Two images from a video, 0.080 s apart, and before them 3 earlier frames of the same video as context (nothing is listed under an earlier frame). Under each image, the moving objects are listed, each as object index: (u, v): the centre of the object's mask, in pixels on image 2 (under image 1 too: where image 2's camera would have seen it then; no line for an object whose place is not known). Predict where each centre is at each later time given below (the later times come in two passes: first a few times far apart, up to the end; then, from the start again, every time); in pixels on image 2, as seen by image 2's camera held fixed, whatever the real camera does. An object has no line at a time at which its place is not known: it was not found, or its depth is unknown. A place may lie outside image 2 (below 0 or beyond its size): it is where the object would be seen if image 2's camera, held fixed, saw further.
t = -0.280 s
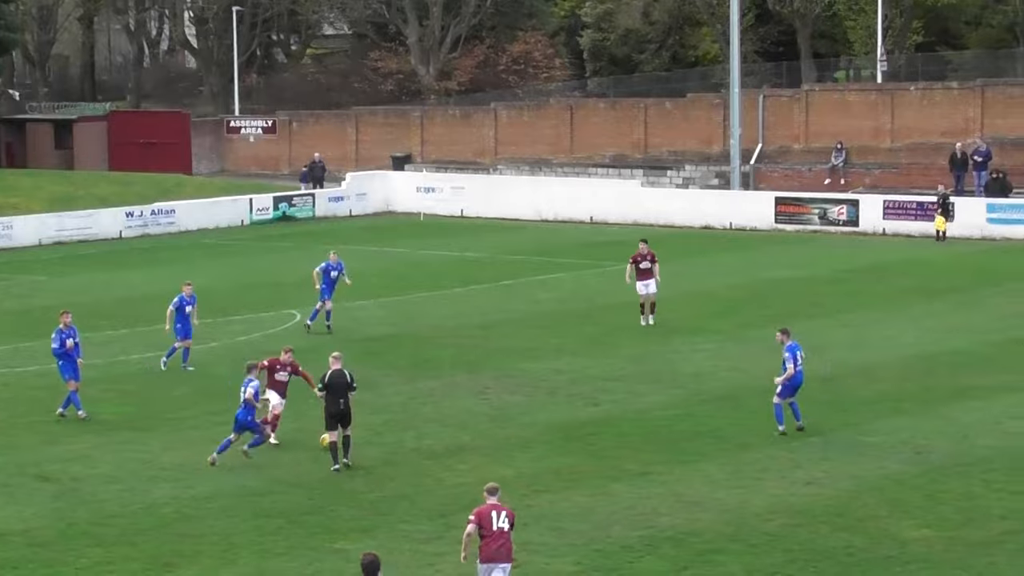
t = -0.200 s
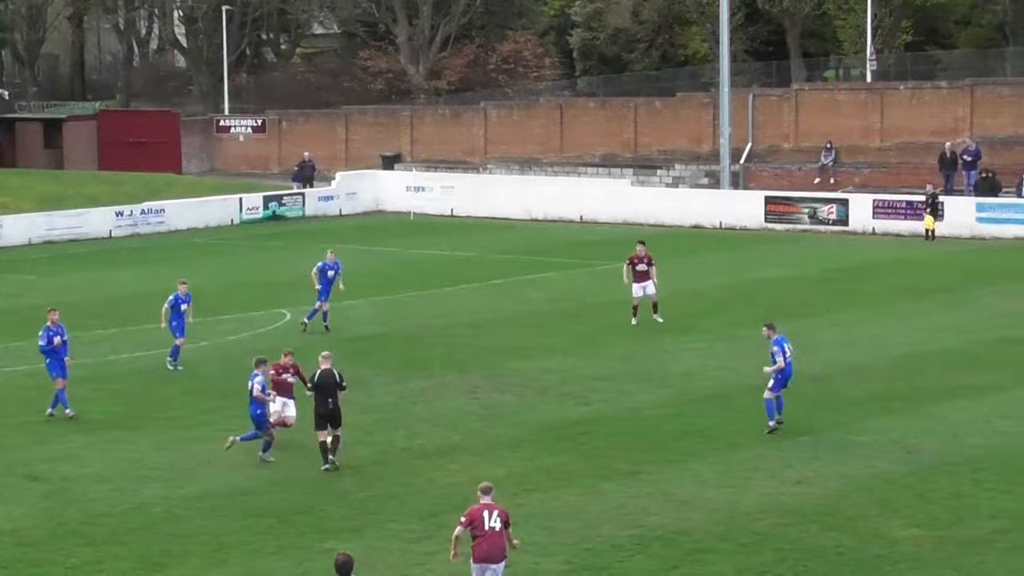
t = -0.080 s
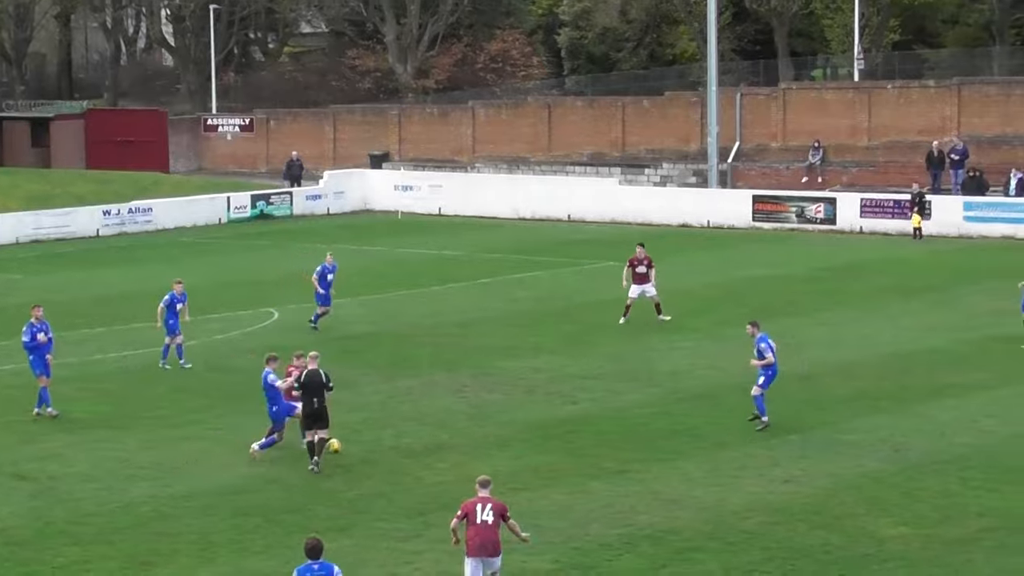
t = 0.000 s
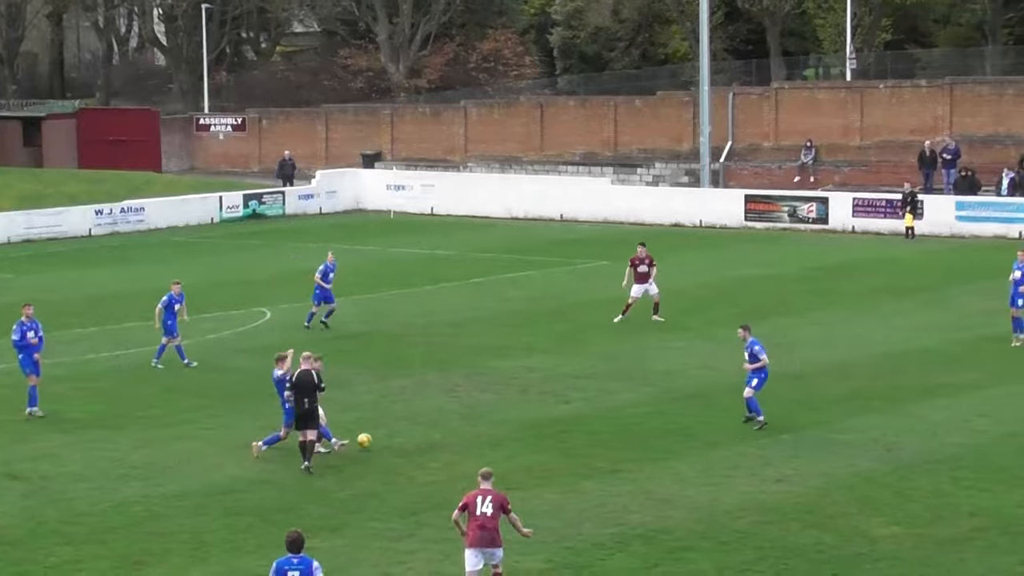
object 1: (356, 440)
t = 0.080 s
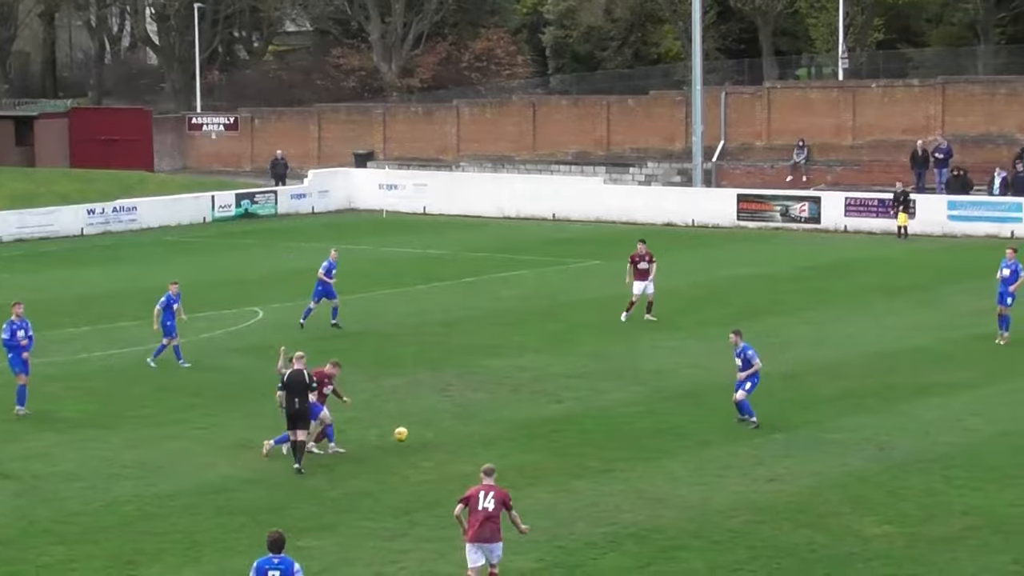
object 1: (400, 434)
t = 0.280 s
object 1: (504, 432)
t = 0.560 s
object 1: (628, 425)
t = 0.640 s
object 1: (661, 424)
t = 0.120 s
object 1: (423, 434)
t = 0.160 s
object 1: (444, 434)
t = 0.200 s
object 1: (465, 435)
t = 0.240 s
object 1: (486, 436)
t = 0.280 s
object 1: (504, 432)
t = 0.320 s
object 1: (522, 430)
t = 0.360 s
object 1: (540, 428)
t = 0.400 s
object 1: (558, 428)
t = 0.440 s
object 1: (576, 430)
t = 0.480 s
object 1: (593, 430)
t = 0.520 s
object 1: (611, 427)
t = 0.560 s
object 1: (628, 425)
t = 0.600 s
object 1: (645, 424)
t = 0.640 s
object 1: (661, 424)
